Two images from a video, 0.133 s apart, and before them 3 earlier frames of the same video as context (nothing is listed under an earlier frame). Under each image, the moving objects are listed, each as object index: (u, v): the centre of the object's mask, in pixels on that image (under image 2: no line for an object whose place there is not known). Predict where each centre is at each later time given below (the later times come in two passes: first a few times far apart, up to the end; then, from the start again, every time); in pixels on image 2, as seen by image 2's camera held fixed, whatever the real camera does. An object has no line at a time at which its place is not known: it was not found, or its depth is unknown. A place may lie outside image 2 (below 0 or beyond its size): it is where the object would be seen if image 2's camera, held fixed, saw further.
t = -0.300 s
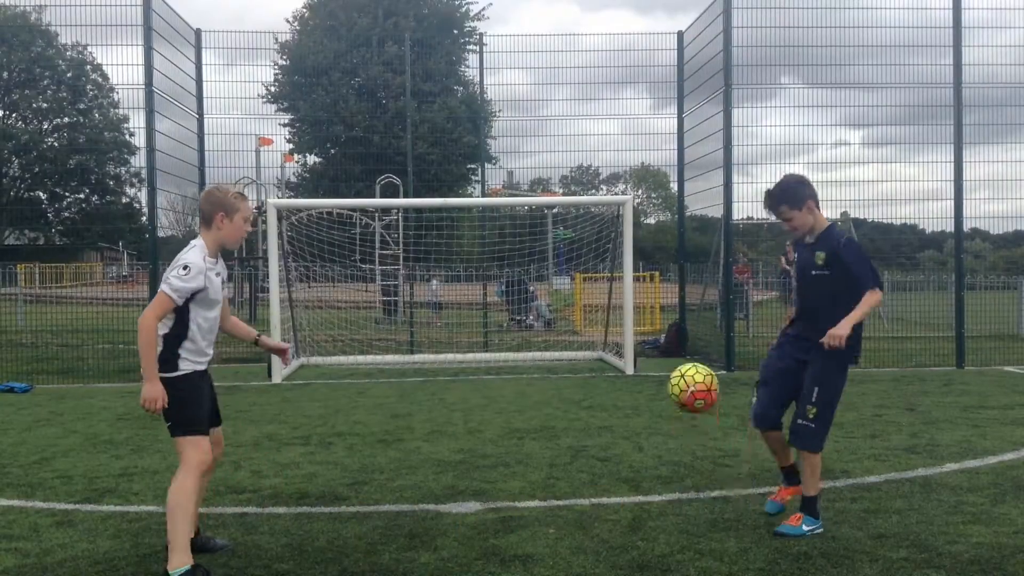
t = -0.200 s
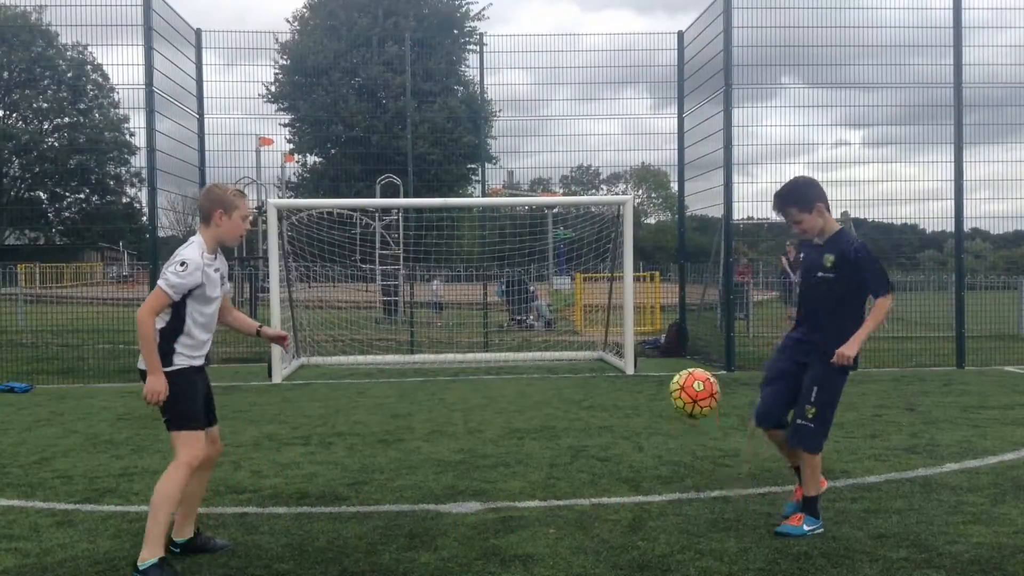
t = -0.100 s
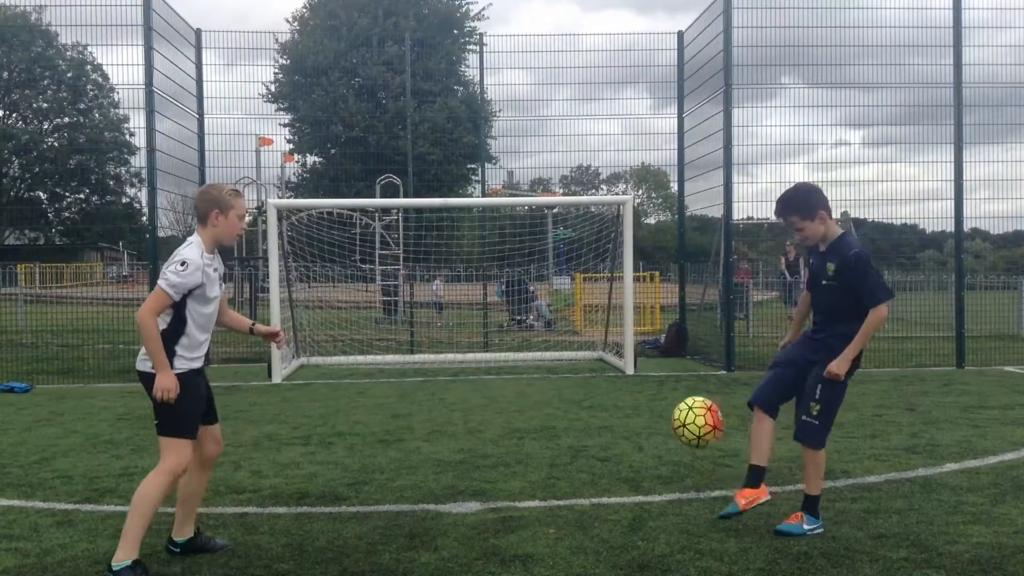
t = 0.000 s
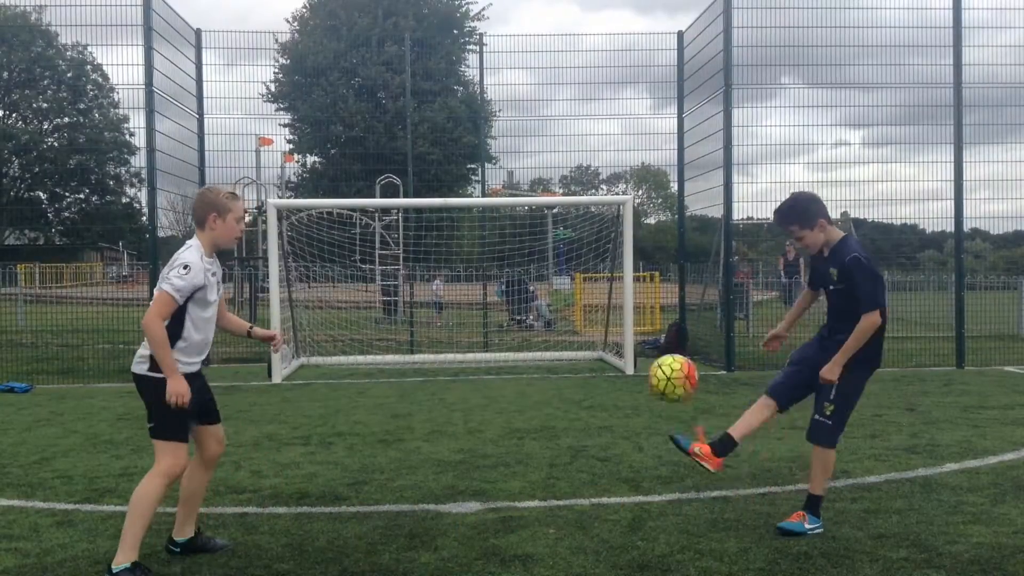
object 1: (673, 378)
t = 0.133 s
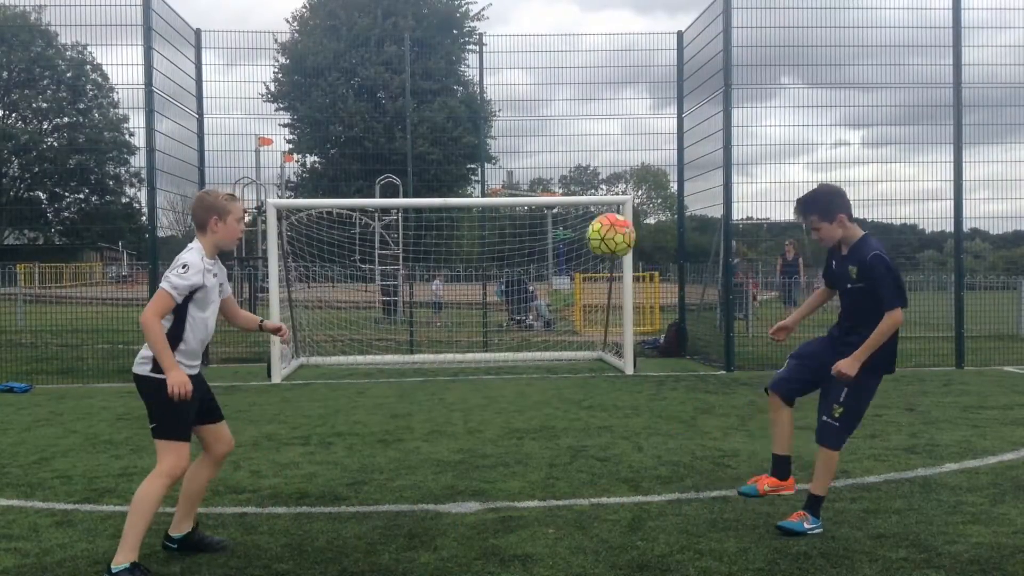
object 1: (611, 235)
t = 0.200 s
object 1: (582, 182)
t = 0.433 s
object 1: (486, 71)
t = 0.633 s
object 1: (414, 70)
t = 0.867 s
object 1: (343, 174)
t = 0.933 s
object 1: (326, 220)
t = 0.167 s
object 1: (597, 208)
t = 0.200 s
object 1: (582, 182)
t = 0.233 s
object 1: (567, 159)
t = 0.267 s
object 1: (553, 138)
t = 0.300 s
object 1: (540, 120)
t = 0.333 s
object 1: (526, 104)
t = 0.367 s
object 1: (512, 90)
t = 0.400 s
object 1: (500, 79)
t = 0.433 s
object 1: (486, 71)
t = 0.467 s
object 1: (473, 64)
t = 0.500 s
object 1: (461, 61)
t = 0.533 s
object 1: (449, 60)
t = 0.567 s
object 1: (437, 61)
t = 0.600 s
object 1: (426, 64)
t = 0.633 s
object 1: (414, 70)
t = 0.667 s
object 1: (403, 78)
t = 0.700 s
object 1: (393, 89)
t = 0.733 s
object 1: (382, 101)
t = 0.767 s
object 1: (372, 116)
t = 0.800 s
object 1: (362, 133)
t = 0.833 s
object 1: (353, 152)
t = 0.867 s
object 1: (343, 174)
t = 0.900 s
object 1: (334, 196)
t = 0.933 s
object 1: (326, 220)
